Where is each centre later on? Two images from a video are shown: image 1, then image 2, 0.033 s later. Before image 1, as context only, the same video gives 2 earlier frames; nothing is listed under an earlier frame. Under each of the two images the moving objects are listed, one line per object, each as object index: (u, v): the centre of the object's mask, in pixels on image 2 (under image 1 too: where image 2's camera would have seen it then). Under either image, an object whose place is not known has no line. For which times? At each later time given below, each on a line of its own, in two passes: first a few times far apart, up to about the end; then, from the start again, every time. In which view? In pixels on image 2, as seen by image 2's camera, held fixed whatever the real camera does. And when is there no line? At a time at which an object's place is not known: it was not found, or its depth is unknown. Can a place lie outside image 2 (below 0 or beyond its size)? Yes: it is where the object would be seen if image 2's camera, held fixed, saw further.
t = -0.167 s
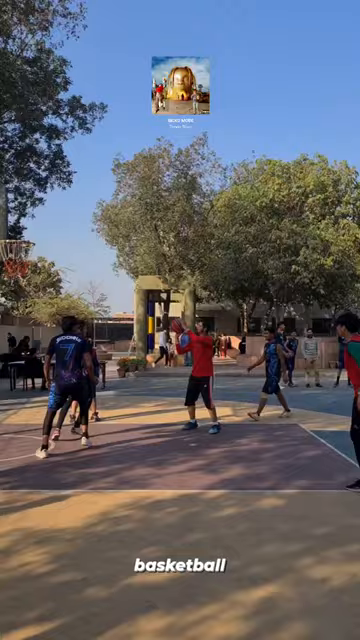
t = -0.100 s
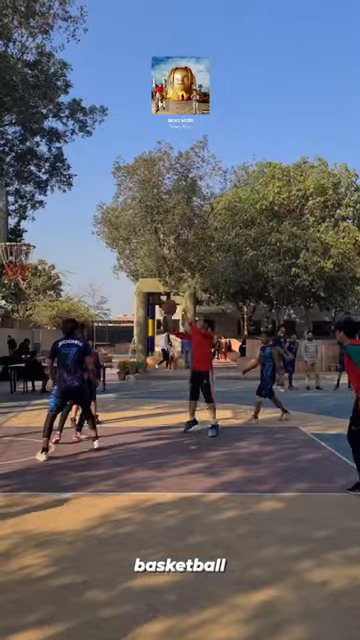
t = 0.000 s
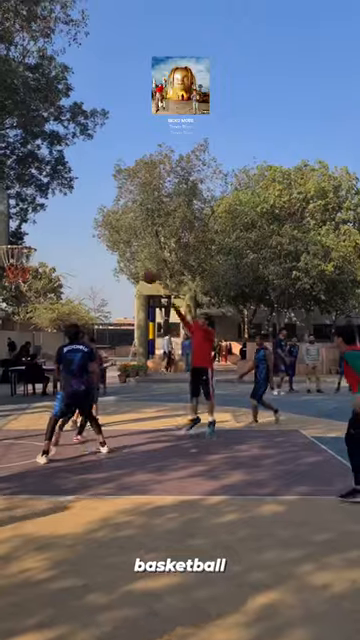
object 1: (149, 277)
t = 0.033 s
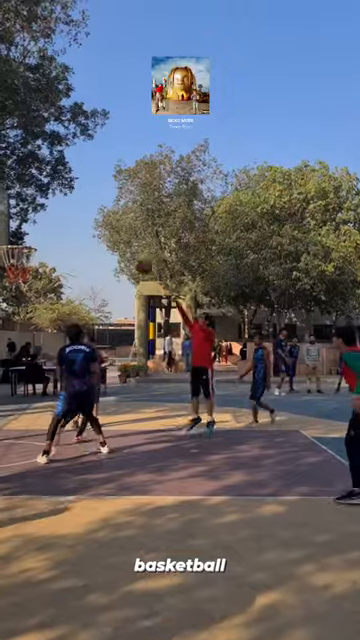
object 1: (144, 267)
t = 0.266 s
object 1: (96, 217)
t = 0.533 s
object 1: (39, 204)
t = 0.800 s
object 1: (21, 230)
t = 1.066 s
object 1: (31, 232)
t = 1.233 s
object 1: (30, 244)
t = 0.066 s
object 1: (136, 258)
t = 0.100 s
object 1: (131, 250)
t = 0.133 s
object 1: (123, 241)
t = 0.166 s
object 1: (116, 234)
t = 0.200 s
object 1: (110, 229)
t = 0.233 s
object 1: (103, 222)
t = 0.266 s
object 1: (96, 217)
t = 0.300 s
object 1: (88, 214)
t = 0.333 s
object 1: (81, 210)
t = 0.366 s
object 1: (75, 207)
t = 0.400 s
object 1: (67, 205)
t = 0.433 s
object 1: (60, 203)
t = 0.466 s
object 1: (53, 203)
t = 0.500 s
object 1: (46, 203)
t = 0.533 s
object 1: (39, 204)
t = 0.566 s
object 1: (30, 205)
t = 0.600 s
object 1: (23, 205)
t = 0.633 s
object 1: (18, 209)
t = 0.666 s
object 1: (7, 213)
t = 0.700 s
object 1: (7, 217)
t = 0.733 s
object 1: (11, 220)
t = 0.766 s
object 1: (16, 225)
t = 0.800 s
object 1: (21, 230)
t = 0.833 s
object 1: (27, 235)
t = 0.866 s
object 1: (30, 241)
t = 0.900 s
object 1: (30, 238)
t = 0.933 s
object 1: (31, 236)
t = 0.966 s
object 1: (31, 234)
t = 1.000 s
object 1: (31, 232)
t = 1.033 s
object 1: (31, 231)
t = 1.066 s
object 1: (31, 232)
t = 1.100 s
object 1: (31, 232)
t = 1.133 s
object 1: (31, 234)
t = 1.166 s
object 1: (31, 236)
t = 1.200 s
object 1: (30, 239)
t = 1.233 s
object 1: (30, 244)
